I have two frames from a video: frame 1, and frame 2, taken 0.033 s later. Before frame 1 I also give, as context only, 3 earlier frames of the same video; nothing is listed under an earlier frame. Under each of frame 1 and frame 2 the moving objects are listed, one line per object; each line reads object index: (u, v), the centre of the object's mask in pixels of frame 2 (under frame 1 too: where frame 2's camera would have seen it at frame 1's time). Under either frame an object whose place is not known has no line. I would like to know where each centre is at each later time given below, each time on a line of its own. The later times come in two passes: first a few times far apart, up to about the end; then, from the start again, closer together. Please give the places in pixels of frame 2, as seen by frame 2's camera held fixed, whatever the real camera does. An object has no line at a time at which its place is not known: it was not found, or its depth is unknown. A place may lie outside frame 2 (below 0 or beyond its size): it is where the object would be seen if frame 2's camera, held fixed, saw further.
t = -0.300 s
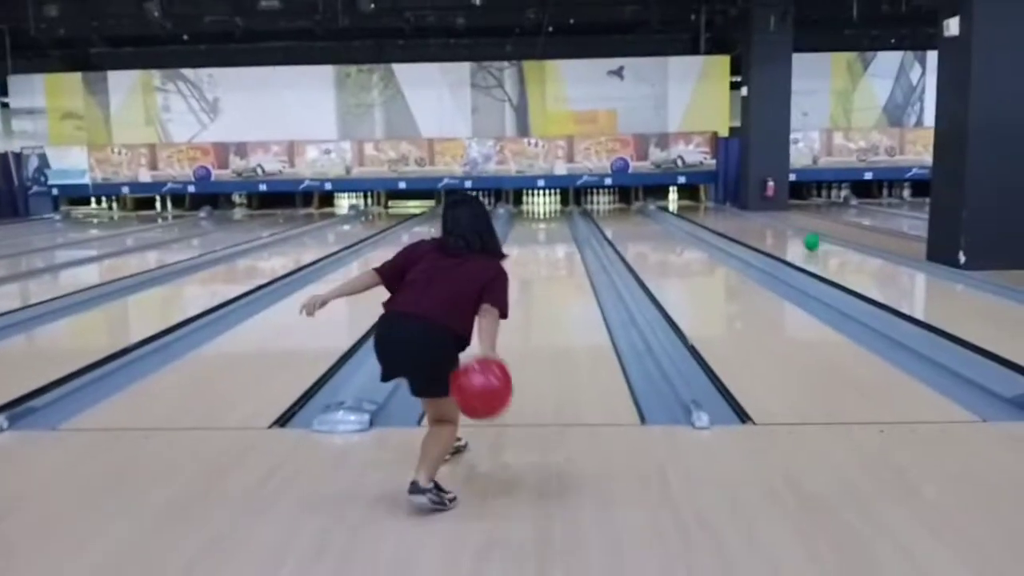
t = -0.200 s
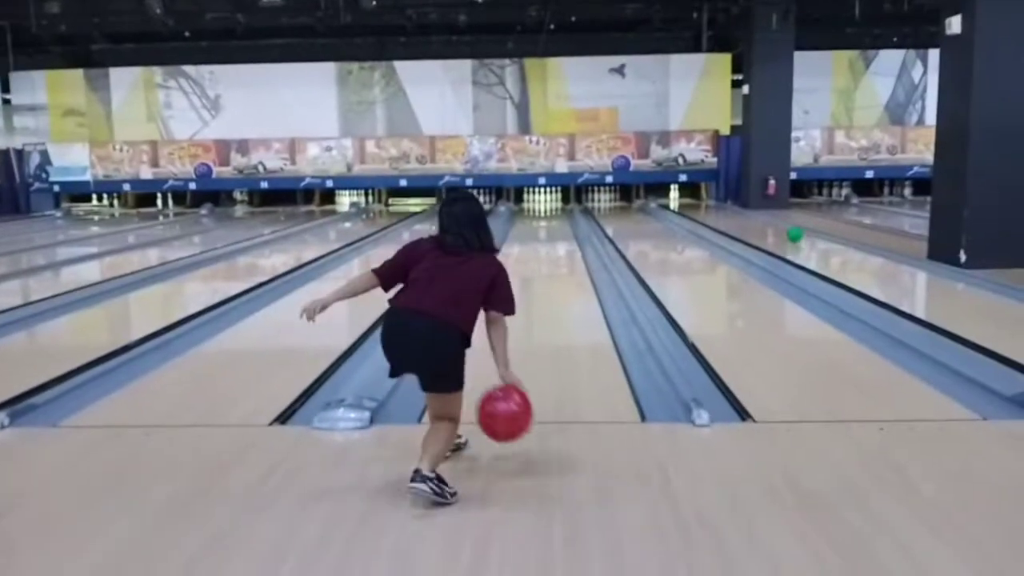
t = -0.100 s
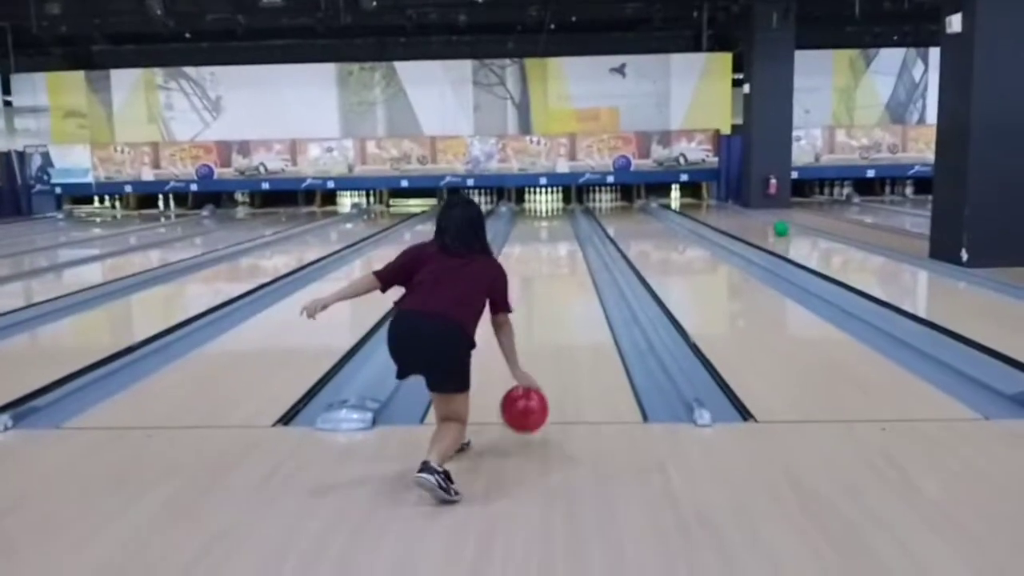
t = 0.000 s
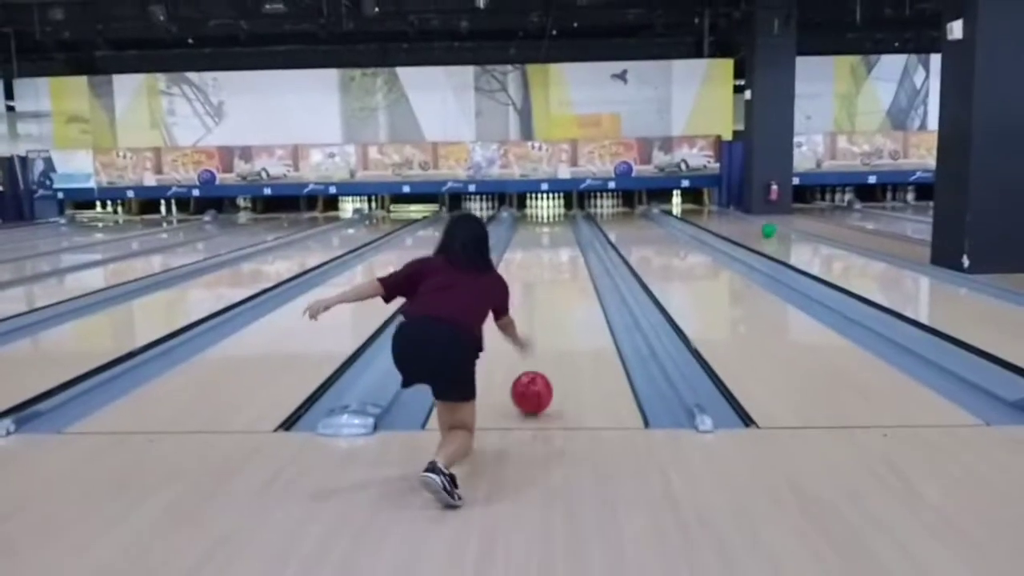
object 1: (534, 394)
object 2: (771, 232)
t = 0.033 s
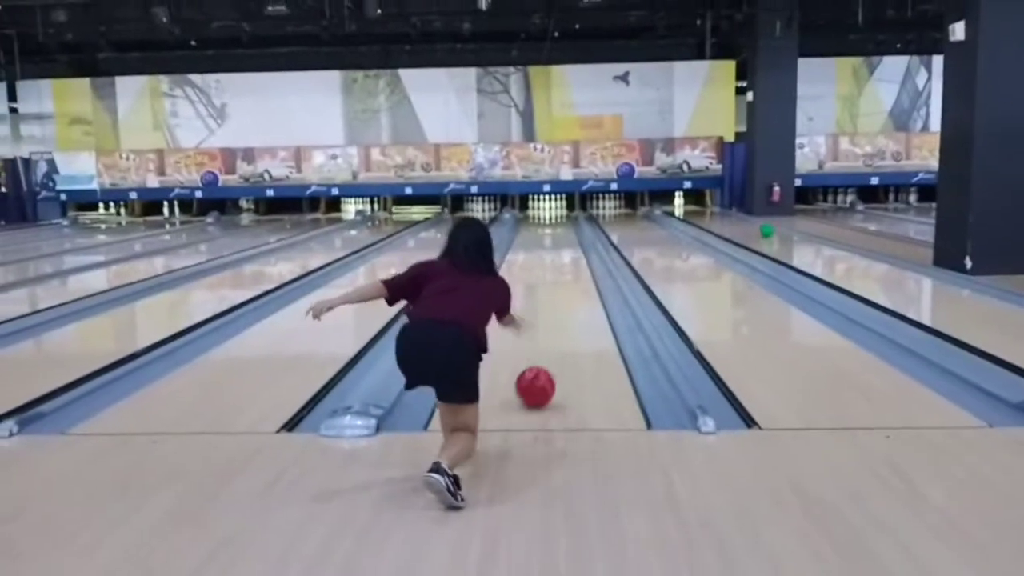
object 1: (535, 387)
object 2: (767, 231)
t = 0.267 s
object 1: (542, 345)
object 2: (744, 223)
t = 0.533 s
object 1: (547, 308)
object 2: (722, 215)
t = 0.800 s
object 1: (550, 283)
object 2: (706, 210)
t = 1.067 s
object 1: (553, 267)
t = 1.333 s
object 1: (554, 254)
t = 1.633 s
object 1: (556, 244)
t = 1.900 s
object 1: (557, 237)
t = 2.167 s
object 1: (558, 230)
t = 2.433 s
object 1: (558, 225)
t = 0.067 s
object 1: (537, 379)
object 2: (762, 230)
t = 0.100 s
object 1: (538, 371)
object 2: (759, 228)
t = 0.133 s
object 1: (539, 364)
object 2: (755, 227)
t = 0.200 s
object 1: (540, 357)
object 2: (751, 226)
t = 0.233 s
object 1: (541, 351)
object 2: (748, 225)
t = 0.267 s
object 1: (542, 345)
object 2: (744, 223)
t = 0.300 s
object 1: (543, 339)
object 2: (742, 222)
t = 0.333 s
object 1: (543, 334)
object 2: (739, 221)
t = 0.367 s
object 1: (544, 329)
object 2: (736, 221)
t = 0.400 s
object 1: (545, 324)
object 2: (733, 220)
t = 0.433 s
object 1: (545, 320)
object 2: (730, 219)
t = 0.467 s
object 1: (546, 315)
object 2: (727, 217)
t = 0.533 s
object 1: (547, 308)
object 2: (722, 215)
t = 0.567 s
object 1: (547, 304)
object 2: (721, 214)
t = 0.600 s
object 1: (548, 301)
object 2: (718, 213)
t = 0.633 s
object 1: (549, 297)
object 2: (716, 213)
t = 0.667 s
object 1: (549, 294)
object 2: (714, 212)
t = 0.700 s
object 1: (549, 292)
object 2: (713, 212)
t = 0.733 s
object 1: (550, 289)
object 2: (711, 212)
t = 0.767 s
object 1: (550, 286)
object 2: (708, 211)
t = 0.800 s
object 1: (550, 283)
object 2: (706, 210)
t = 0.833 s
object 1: (551, 281)
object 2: (704, 210)
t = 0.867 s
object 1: (551, 278)
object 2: (704, 210)
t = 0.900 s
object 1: (551, 276)
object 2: (701, 209)
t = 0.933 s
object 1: (552, 275)
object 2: (698, 209)
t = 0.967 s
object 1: (552, 273)
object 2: (698, 208)
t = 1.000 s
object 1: (553, 270)
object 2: (695, 208)
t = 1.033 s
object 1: (553, 269)
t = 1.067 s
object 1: (553, 267)
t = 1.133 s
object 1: (553, 263)
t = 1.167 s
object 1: (554, 261)
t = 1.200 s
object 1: (554, 260)
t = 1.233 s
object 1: (554, 258)
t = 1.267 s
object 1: (554, 257)
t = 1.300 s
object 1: (555, 255)
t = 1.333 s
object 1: (554, 254)
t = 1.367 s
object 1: (555, 253)
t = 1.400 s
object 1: (555, 251)
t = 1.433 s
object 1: (556, 250)
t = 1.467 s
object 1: (556, 249)
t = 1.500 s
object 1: (555, 248)
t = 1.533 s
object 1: (556, 247)
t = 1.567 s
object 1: (556, 246)
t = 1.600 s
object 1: (556, 245)
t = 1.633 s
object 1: (556, 244)
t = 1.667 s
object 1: (556, 243)
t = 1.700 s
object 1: (556, 241)
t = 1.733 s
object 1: (556, 241)
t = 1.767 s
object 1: (557, 240)
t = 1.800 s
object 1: (556, 239)
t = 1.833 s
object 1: (556, 238)
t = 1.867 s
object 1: (557, 237)
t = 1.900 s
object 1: (557, 237)
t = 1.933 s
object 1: (557, 236)
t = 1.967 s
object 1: (557, 235)
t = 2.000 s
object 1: (557, 234)
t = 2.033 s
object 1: (557, 234)
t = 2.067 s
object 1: (557, 233)
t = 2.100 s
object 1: (557, 232)
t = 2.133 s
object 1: (558, 230)
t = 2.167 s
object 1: (558, 230)
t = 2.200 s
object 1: (558, 229)
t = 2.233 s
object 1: (558, 229)
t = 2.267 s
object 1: (558, 228)
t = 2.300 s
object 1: (557, 227)
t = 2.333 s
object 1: (557, 227)
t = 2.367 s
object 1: (557, 226)
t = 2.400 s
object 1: (558, 226)
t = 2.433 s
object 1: (558, 225)
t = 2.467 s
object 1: (558, 224)
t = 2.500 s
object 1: (557, 224)
